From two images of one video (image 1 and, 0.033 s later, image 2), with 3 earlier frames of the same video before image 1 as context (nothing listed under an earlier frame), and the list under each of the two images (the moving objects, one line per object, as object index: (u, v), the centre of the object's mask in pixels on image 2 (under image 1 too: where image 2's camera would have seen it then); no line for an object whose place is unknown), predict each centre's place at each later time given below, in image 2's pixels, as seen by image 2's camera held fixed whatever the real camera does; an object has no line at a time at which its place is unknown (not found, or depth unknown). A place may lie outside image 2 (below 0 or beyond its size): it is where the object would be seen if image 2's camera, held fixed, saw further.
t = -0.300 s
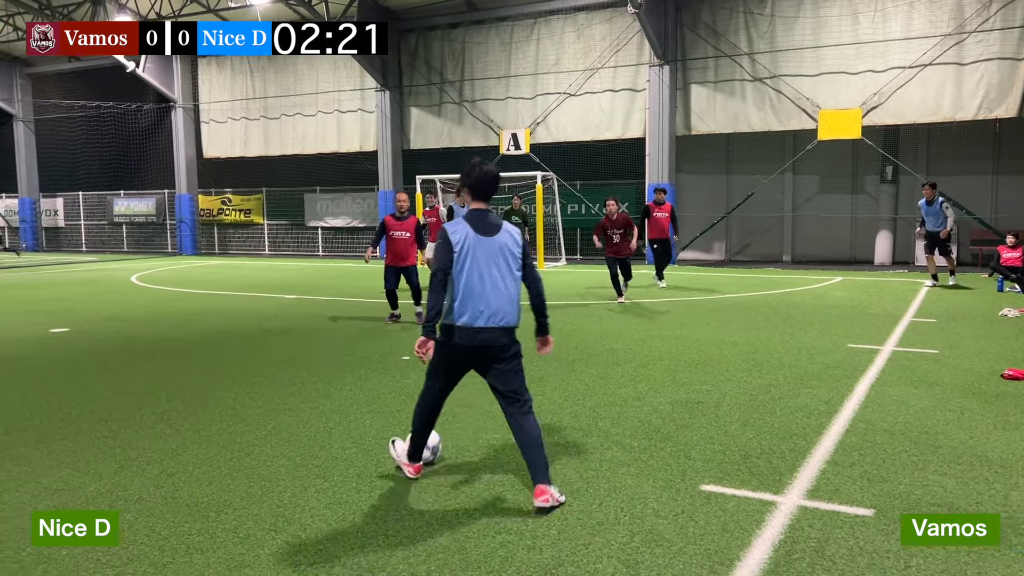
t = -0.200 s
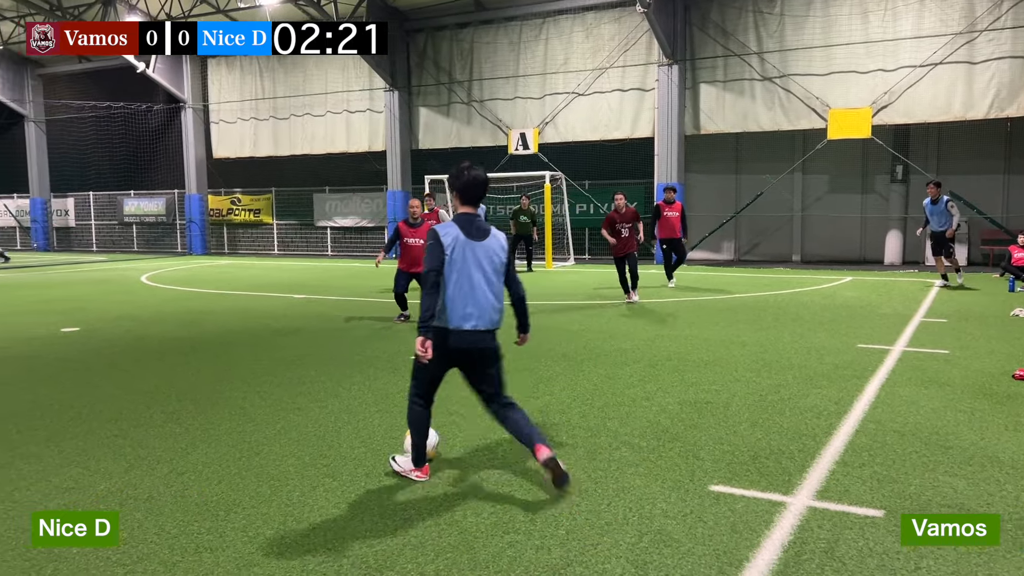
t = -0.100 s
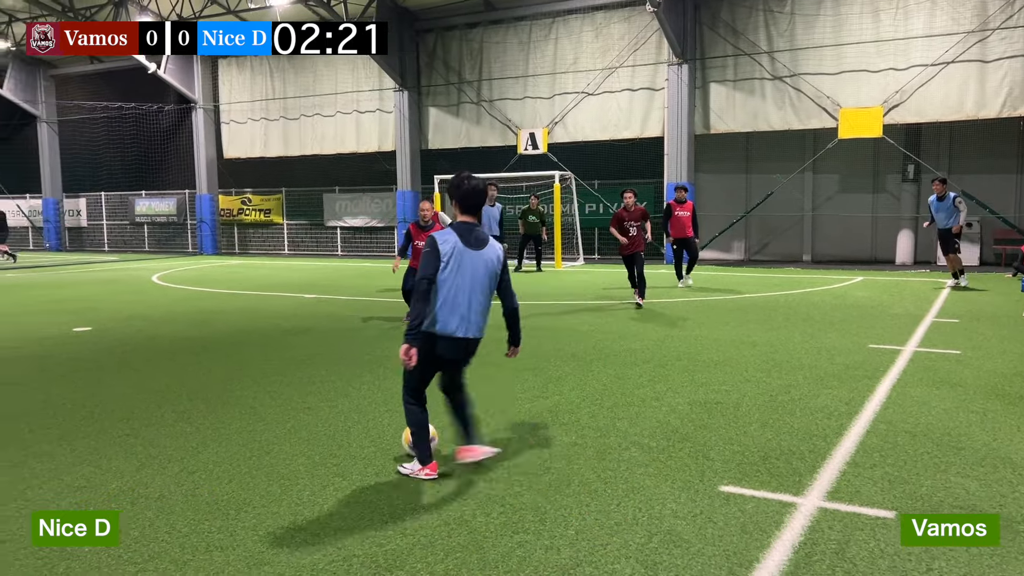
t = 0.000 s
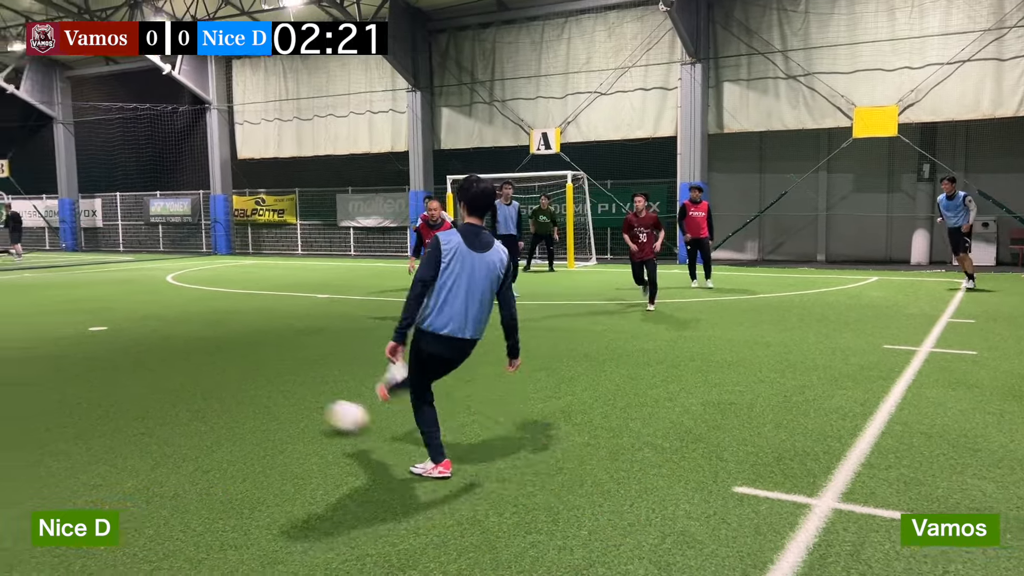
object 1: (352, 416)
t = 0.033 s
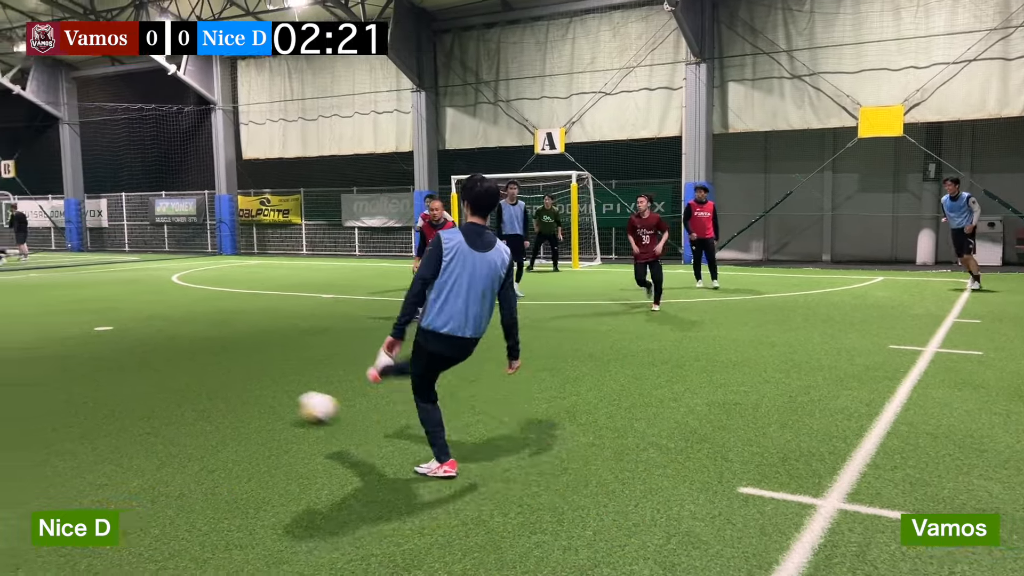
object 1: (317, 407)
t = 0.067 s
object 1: (285, 400)
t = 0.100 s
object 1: (258, 392)
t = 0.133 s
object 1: (233, 386)
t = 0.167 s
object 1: (211, 380)
